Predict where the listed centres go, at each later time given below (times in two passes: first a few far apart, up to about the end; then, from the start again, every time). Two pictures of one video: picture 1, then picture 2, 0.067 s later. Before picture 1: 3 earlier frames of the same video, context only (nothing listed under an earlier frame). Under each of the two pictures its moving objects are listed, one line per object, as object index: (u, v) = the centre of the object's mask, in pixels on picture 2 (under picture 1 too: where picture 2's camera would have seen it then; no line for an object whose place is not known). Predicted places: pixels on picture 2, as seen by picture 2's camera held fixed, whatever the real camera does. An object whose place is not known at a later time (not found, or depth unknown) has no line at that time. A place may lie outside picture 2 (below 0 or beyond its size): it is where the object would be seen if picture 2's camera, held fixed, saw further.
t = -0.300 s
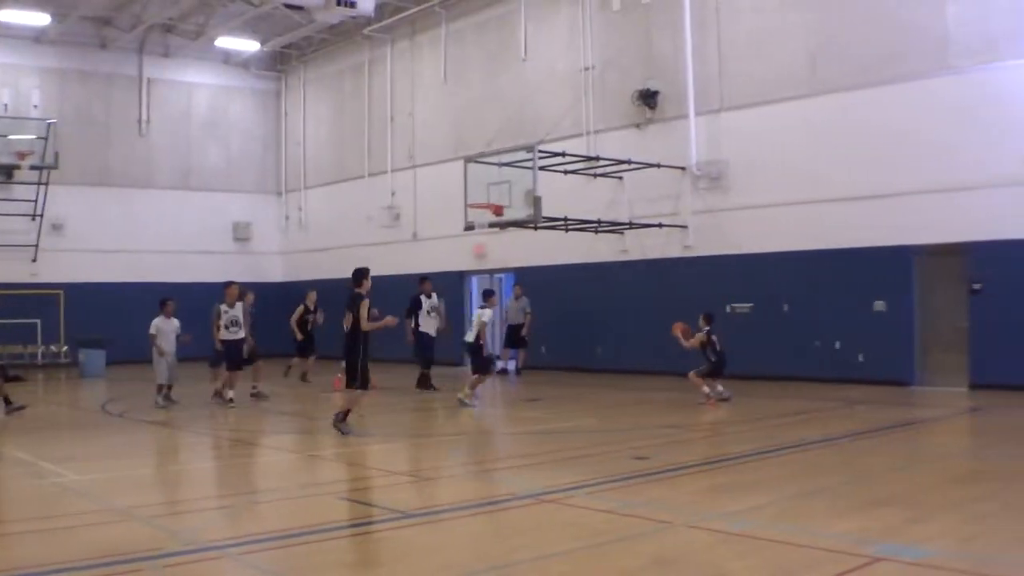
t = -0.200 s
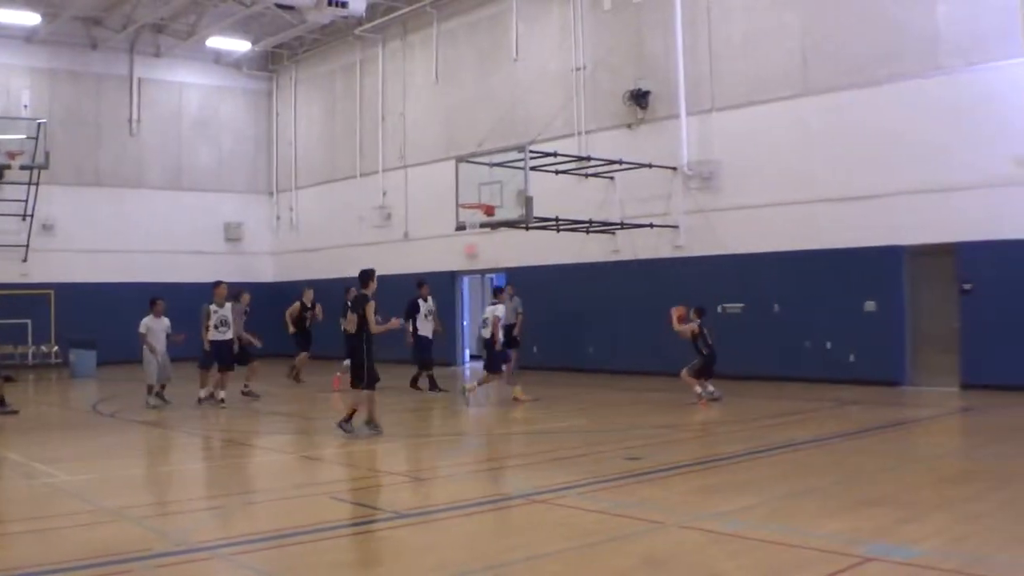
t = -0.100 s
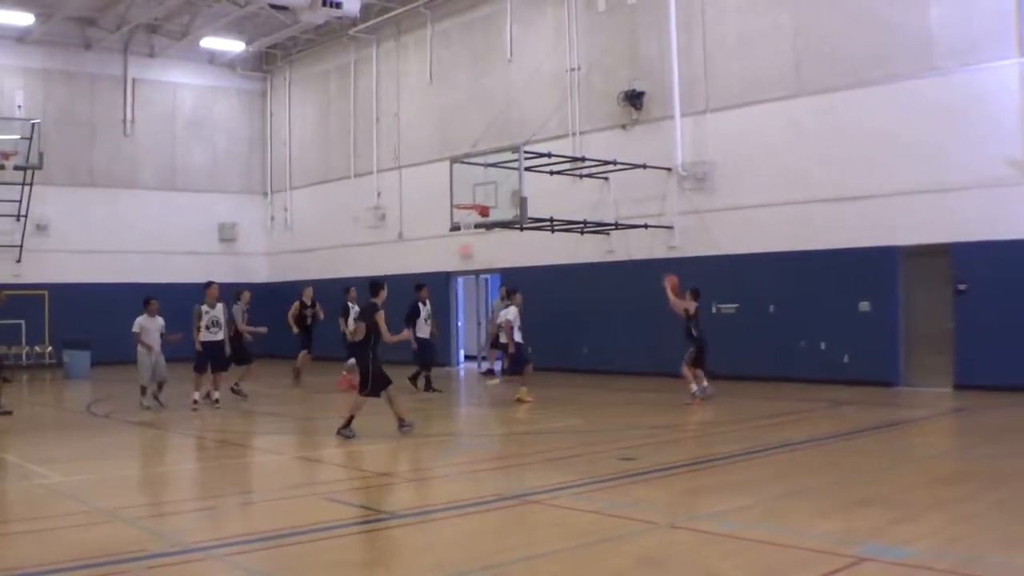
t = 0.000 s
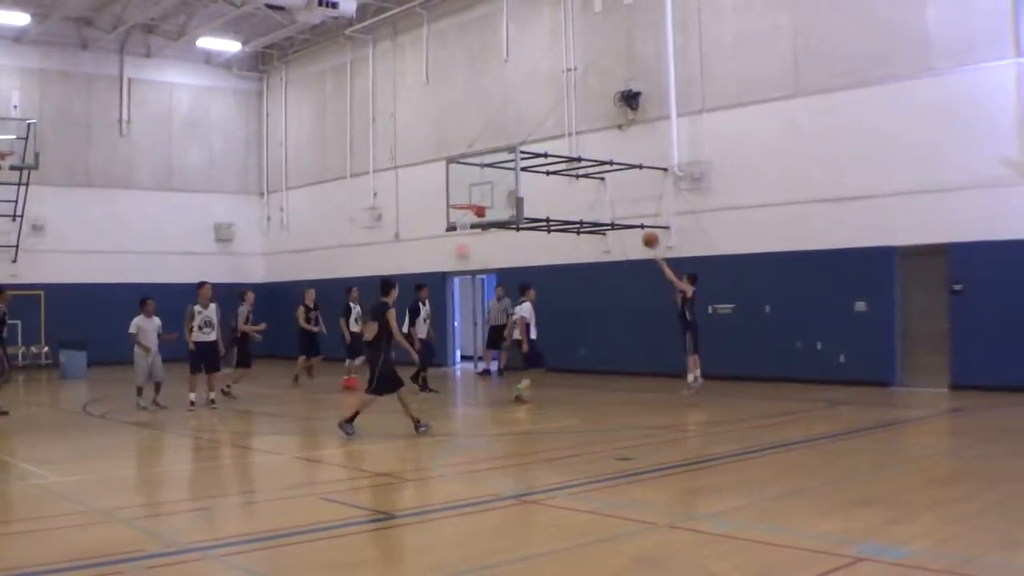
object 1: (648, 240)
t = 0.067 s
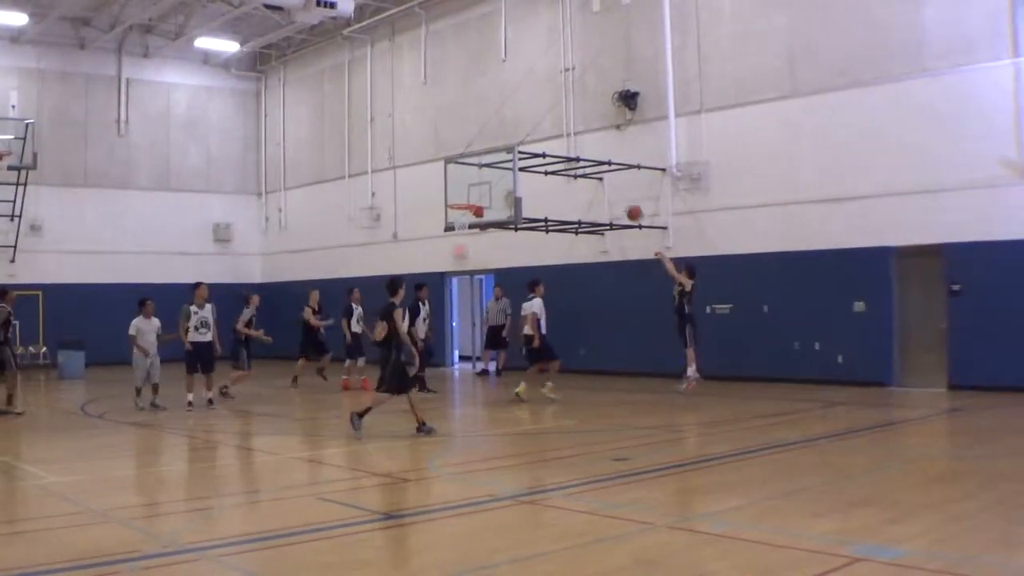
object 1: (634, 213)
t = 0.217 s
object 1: (603, 165)
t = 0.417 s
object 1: (565, 127)
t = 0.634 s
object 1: (527, 117)
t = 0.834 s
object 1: (495, 134)
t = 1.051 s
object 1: (465, 177)
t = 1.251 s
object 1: (462, 205)
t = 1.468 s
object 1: (462, 208)
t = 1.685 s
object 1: (456, 221)
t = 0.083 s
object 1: (630, 206)
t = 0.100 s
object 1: (626, 201)
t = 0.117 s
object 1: (623, 194)
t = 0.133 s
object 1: (619, 189)
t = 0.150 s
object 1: (616, 184)
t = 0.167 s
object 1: (612, 179)
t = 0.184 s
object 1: (609, 174)
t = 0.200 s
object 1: (606, 169)
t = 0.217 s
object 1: (603, 165)
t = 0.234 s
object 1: (599, 161)
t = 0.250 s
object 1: (595, 156)
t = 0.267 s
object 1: (592, 152)
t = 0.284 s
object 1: (589, 149)
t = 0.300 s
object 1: (586, 145)
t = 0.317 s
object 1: (583, 143)
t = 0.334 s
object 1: (580, 140)
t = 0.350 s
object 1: (577, 136)
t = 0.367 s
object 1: (574, 134)
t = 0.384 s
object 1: (571, 131)
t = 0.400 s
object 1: (568, 129)
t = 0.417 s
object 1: (565, 127)
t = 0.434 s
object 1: (561, 126)
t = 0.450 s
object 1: (558, 124)
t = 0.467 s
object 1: (555, 123)
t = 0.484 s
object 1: (553, 121)
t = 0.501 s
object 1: (550, 120)
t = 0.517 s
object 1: (547, 119)
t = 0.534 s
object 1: (544, 118)
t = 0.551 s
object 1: (541, 117)
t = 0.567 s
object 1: (538, 117)
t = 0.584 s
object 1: (535, 117)
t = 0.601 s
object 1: (532, 117)
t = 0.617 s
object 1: (530, 117)
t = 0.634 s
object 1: (527, 117)
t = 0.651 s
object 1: (524, 118)
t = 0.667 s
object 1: (521, 118)
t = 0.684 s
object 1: (519, 119)
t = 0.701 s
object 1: (516, 120)
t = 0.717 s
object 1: (513, 121)
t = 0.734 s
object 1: (511, 123)
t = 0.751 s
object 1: (508, 124)
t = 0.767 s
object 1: (505, 125)
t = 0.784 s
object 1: (503, 127)
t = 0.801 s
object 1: (500, 129)
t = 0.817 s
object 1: (498, 131)
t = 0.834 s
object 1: (495, 134)
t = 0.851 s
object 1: (493, 136)
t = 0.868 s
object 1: (490, 139)
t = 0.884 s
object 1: (488, 141)
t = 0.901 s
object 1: (485, 144)
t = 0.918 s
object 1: (483, 147)
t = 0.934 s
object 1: (480, 150)
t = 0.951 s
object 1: (478, 153)
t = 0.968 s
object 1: (476, 158)
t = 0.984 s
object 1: (474, 161)
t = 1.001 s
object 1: (472, 165)
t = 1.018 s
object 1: (469, 170)
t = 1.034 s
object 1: (467, 173)
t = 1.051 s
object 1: (465, 177)
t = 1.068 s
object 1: (462, 182)
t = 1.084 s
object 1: (459, 186)
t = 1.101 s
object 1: (457, 191)
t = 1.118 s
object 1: (455, 196)
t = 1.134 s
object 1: (453, 201)
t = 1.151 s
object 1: (453, 204)
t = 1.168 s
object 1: (455, 205)
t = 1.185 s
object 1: (459, 205)
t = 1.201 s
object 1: (463, 205)
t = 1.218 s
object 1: (467, 206)
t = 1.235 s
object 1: (466, 206)
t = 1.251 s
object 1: (462, 205)
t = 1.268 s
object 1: (459, 205)
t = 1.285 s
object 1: (457, 205)
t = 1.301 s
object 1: (457, 205)
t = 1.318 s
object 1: (457, 205)
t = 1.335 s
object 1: (457, 205)
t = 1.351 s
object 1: (457, 206)
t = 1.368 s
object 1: (459, 206)
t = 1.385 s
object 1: (460, 207)
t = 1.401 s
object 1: (460, 207)
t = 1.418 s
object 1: (460, 207)
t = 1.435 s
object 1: (462, 207)
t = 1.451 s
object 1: (462, 207)
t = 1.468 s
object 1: (462, 208)
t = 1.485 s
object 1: (462, 208)
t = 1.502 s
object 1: (463, 210)
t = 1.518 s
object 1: (464, 211)
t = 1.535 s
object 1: (463, 212)
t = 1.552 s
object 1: (462, 213)
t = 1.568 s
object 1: (462, 213)
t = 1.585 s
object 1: (461, 213)
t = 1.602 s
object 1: (459, 216)
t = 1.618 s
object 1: (458, 218)
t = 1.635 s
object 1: (457, 217)
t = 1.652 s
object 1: (456, 221)
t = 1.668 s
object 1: (456, 222)
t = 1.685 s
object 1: (456, 221)
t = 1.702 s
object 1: (455, 221)
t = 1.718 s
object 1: (454, 222)
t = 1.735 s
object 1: (454, 224)
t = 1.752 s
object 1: (452, 227)
